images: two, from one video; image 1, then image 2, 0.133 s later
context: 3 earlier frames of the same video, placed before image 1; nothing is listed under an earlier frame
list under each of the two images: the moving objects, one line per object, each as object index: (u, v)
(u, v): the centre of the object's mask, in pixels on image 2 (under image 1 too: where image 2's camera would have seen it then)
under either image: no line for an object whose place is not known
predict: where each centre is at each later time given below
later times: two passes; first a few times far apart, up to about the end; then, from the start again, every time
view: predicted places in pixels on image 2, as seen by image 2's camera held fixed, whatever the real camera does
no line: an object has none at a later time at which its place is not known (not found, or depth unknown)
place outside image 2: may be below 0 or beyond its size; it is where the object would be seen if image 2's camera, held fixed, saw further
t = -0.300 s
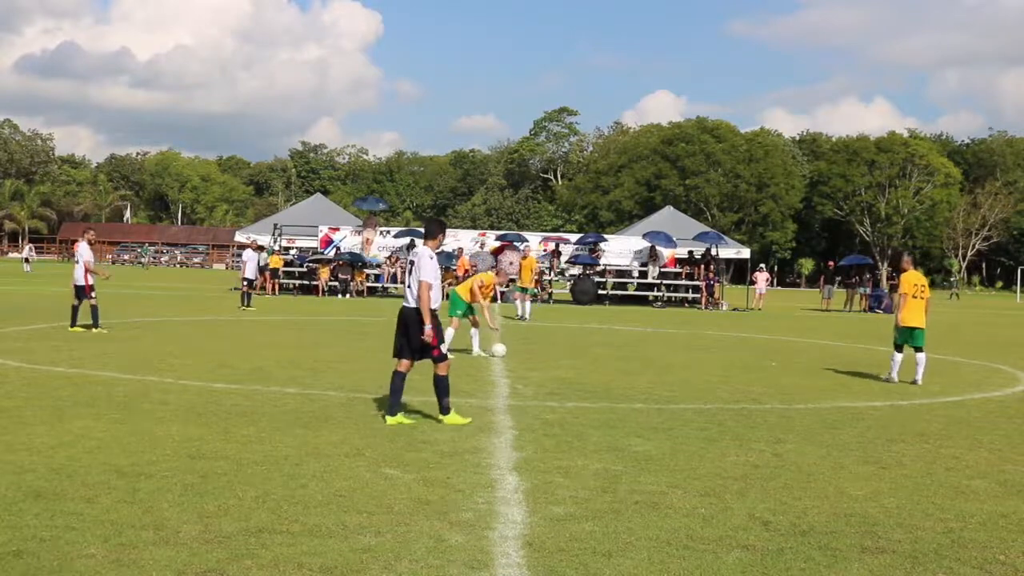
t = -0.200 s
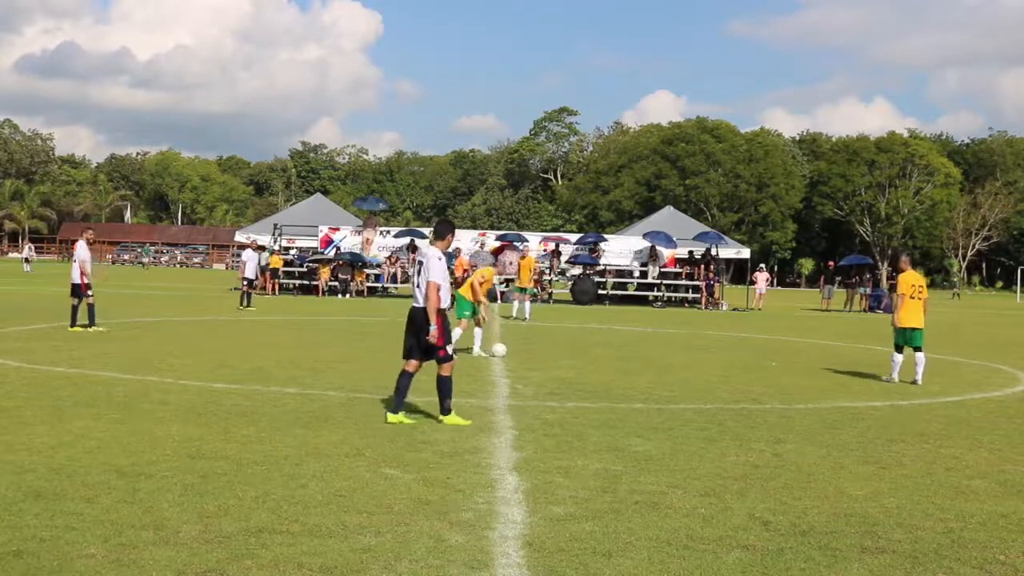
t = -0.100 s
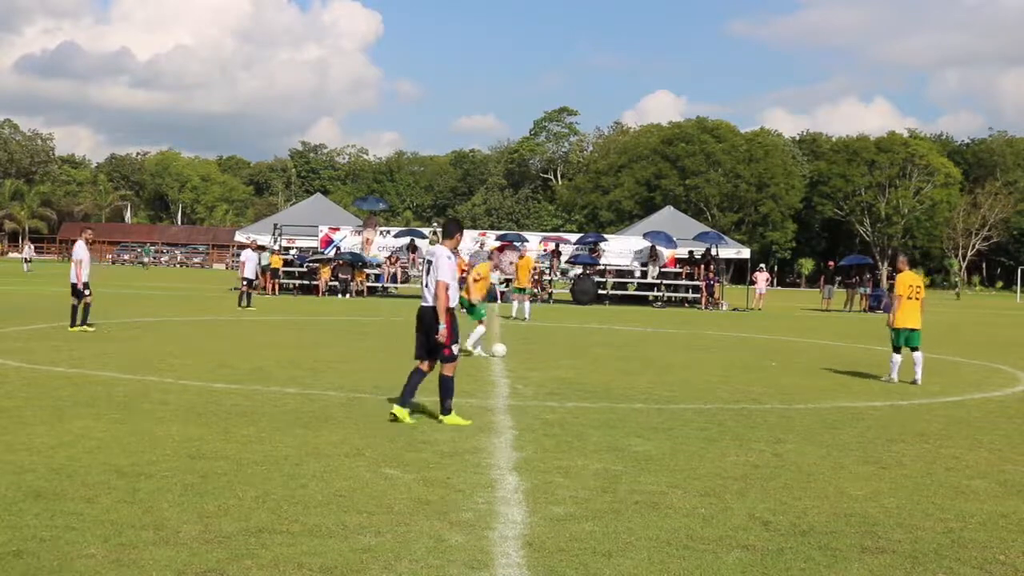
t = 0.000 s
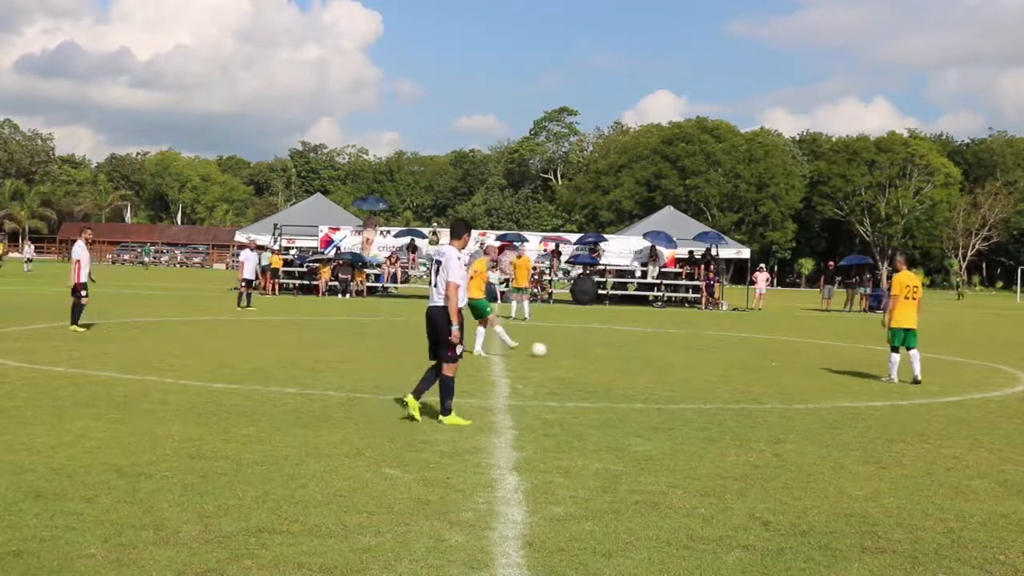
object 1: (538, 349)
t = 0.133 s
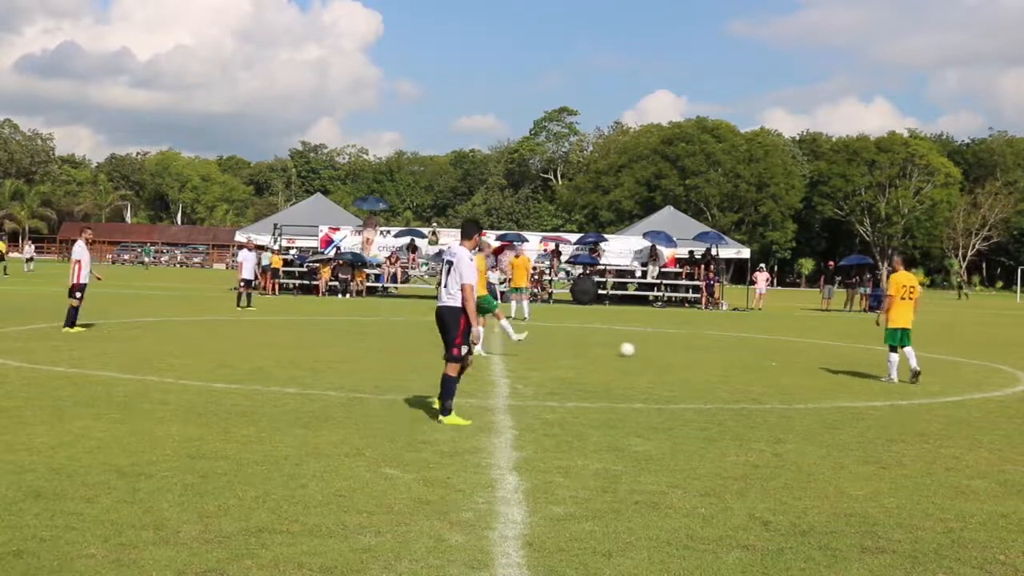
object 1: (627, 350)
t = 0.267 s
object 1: (701, 350)
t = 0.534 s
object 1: (812, 341)
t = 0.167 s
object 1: (646, 350)
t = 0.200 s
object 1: (665, 350)
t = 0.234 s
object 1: (683, 350)
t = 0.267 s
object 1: (701, 350)
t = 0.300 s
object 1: (717, 349)
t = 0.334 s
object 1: (733, 349)
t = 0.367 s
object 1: (749, 350)
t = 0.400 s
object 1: (763, 349)
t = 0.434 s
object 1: (775, 347)
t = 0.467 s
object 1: (788, 344)
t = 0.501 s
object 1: (801, 342)
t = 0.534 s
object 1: (812, 341)
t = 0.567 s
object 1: (824, 341)
